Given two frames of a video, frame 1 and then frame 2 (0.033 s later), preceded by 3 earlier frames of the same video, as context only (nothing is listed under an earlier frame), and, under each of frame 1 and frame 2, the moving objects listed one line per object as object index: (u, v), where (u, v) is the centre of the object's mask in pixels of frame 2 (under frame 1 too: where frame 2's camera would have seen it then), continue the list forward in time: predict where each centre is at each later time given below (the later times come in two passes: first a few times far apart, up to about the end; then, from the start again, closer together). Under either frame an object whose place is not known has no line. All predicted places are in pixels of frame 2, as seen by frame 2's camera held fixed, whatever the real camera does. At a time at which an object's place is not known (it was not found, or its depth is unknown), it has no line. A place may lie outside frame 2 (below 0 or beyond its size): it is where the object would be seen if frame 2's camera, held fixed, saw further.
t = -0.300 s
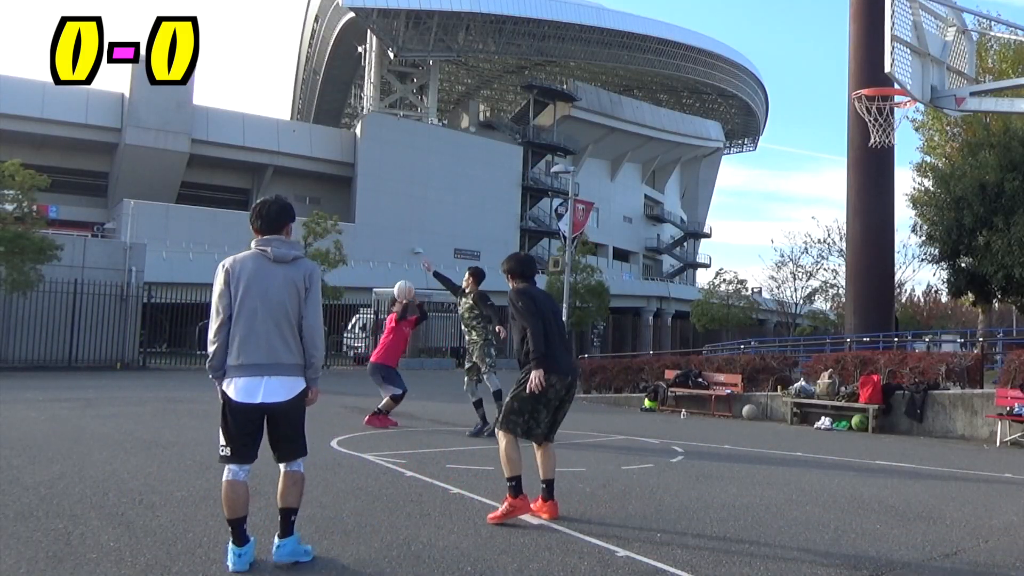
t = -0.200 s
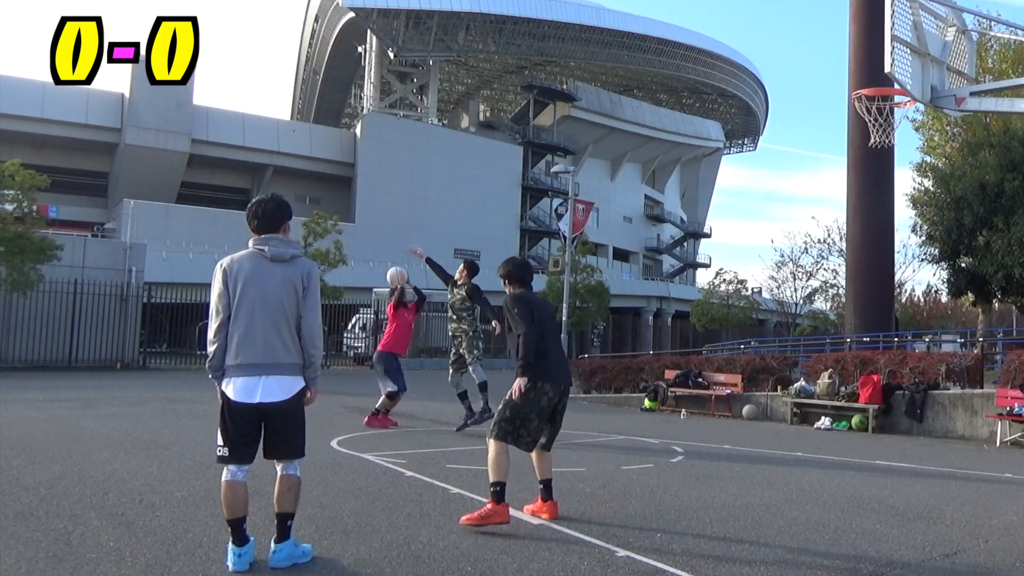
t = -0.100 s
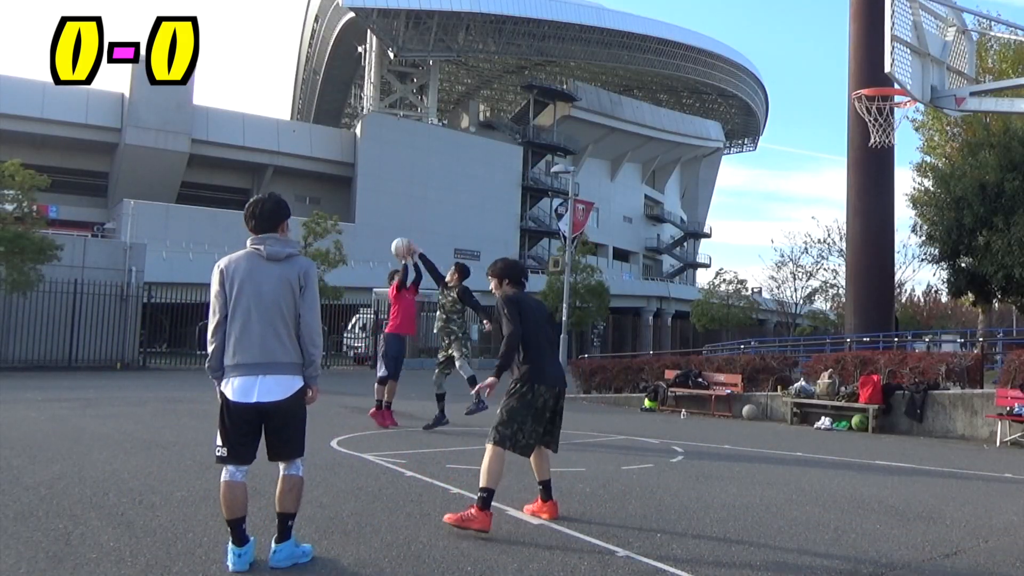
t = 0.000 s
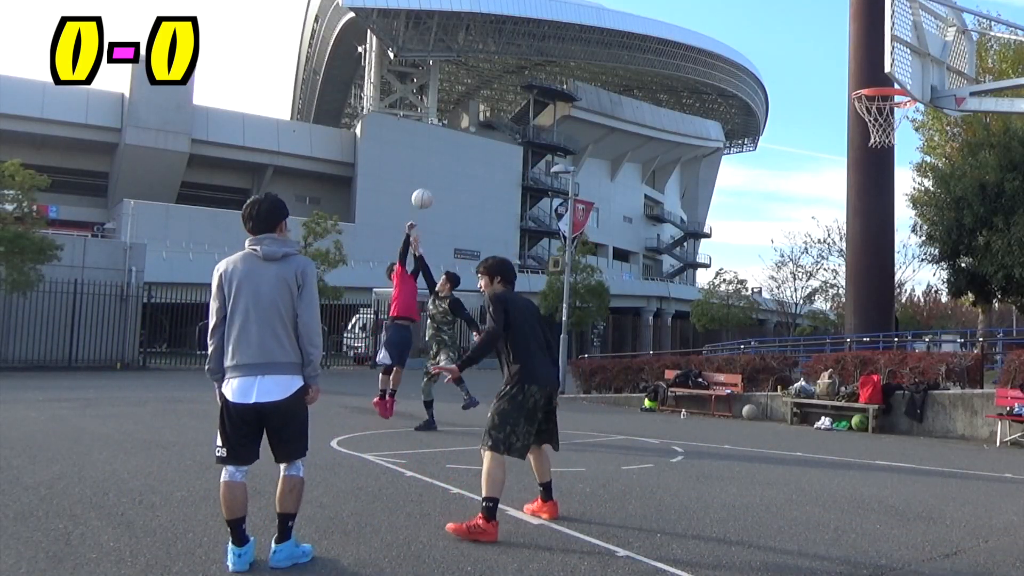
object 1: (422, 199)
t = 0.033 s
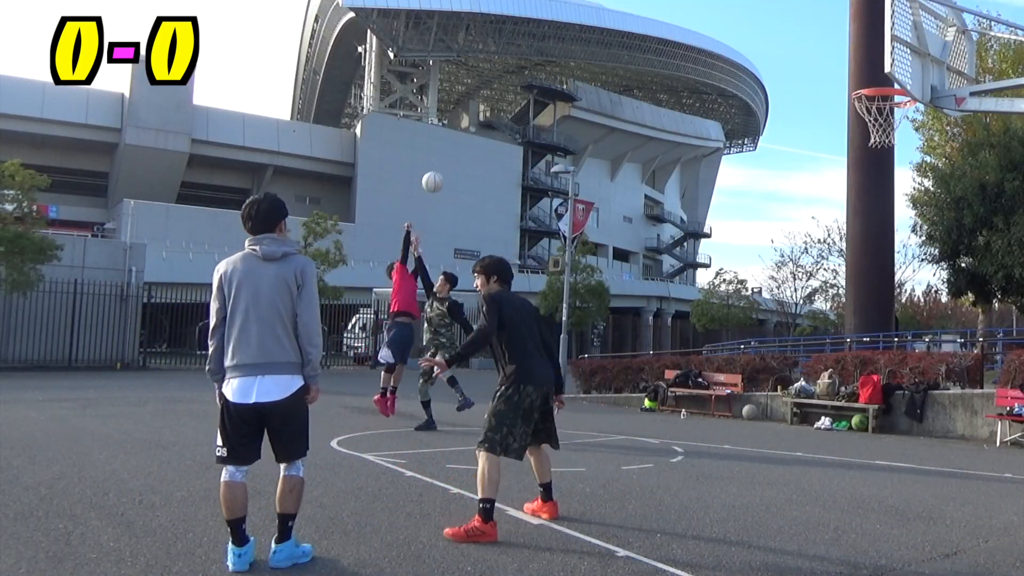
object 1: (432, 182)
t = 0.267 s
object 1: (508, 88)
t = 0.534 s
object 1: (601, 27)
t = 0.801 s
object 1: (708, 26)
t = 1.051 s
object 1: (822, 97)
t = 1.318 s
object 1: (965, 276)
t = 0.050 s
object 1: (437, 174)
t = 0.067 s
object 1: (442, 166)
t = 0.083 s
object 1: (448, 159)
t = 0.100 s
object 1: (453, 151)
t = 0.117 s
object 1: (458, 144)
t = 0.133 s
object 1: (464, 137)
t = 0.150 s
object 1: (470, 130)
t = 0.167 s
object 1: (475, 123)
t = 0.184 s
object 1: (481, 117)
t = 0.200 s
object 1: (486, 111)
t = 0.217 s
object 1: (491, 105)
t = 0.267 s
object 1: (508, 88)
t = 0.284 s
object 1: (514, 82)
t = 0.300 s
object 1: (519, 77)
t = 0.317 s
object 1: (525, 72)
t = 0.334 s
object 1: (531, 68)
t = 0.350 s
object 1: (537, 63)
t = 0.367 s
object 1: (542, 58)
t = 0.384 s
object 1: (548, 54)
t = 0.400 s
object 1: (554, 50)
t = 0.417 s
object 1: (560, 47)
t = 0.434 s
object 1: (565, 43)
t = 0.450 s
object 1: (571, 39)
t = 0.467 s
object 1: (577, 37)
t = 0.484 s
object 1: (583, 34)
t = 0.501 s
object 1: (589, 31)
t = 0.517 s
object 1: (595, 29)
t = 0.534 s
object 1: (601, 27)
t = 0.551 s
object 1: (608, 25)
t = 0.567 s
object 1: (612, 23)
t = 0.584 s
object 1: (620, 22)
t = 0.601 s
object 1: (627, 20)
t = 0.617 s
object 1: (633, 20)
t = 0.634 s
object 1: (640, 19)
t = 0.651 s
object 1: (646, 18)
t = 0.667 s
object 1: (653, 18)
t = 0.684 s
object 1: (660, 18)
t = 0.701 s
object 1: (667, 19)
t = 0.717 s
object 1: (673, 19)
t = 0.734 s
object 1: (680, 20)
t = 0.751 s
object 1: (687, 21)
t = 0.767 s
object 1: (694, 23)
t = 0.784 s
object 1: (700, 24)
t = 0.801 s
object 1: (708, 26)
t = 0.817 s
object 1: (715, 29)
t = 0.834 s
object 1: (722, 31)
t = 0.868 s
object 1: (736, 38)
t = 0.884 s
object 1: (744, 42)
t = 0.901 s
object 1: (751, 45)
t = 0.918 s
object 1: (758, 50)
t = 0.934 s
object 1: (766, 54)
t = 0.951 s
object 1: (774, 59)
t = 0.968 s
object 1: (782, 65)
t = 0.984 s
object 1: (789, 70)
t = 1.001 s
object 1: (797, 77)
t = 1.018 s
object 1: (805, 83)
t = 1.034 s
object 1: (813, 90)
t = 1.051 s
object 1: (822, 97)
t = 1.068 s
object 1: (830, 105)
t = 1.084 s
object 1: (838, 113)
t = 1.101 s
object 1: (847, 121)
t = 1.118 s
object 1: (855, 131)
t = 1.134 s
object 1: (863, 140)
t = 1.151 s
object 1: (872, 150)
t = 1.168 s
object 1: (881, 161)
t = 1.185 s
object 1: (889, 171)
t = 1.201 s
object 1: (898, 183)
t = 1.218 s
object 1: (907, 195)
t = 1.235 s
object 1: (918, 206)
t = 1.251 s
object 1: (926, 219)
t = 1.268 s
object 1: (936, 233)
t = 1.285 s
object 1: (945, 246)
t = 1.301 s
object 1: (955, 261)
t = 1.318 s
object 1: (965, 276)
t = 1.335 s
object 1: (975, 291)
